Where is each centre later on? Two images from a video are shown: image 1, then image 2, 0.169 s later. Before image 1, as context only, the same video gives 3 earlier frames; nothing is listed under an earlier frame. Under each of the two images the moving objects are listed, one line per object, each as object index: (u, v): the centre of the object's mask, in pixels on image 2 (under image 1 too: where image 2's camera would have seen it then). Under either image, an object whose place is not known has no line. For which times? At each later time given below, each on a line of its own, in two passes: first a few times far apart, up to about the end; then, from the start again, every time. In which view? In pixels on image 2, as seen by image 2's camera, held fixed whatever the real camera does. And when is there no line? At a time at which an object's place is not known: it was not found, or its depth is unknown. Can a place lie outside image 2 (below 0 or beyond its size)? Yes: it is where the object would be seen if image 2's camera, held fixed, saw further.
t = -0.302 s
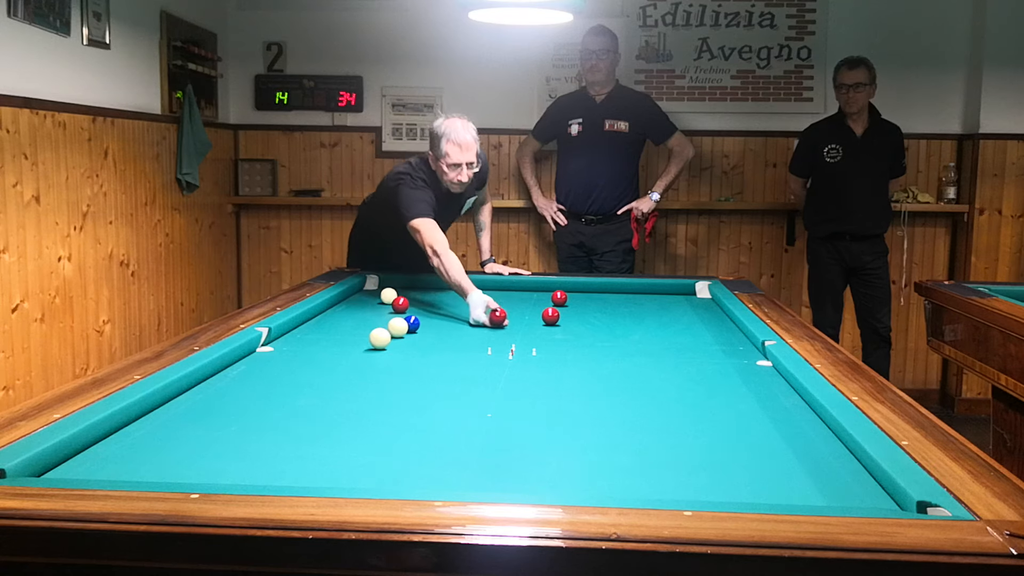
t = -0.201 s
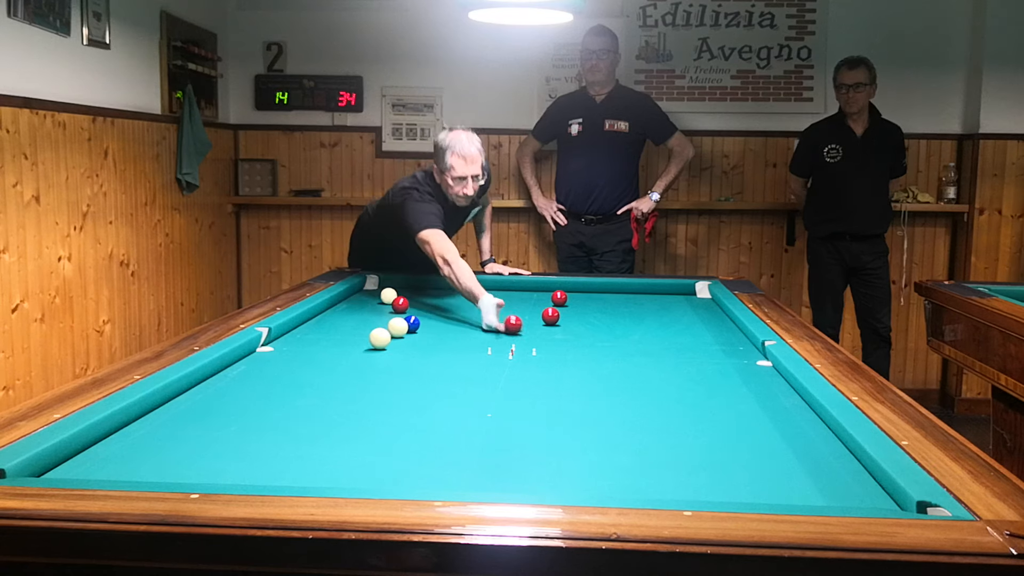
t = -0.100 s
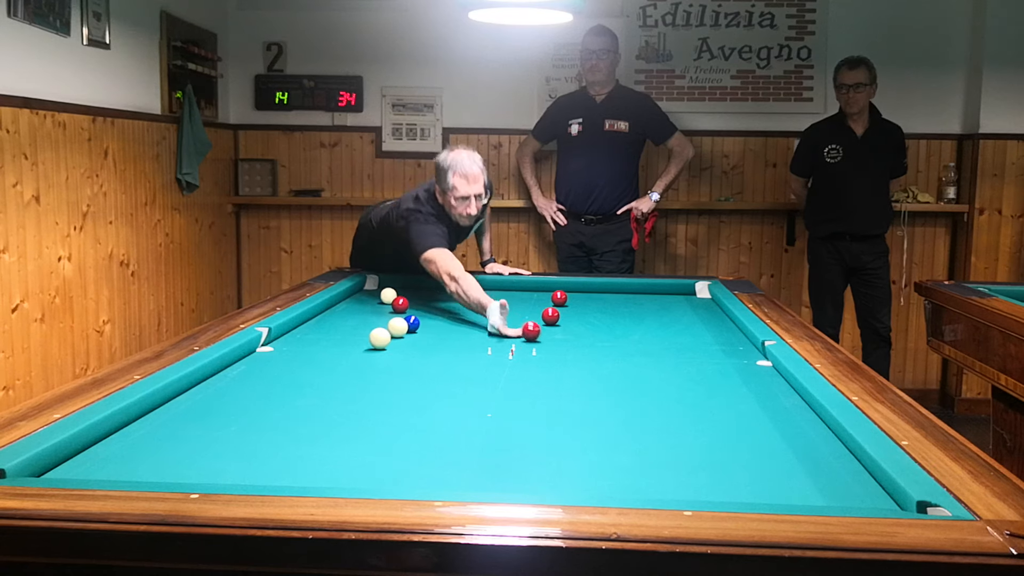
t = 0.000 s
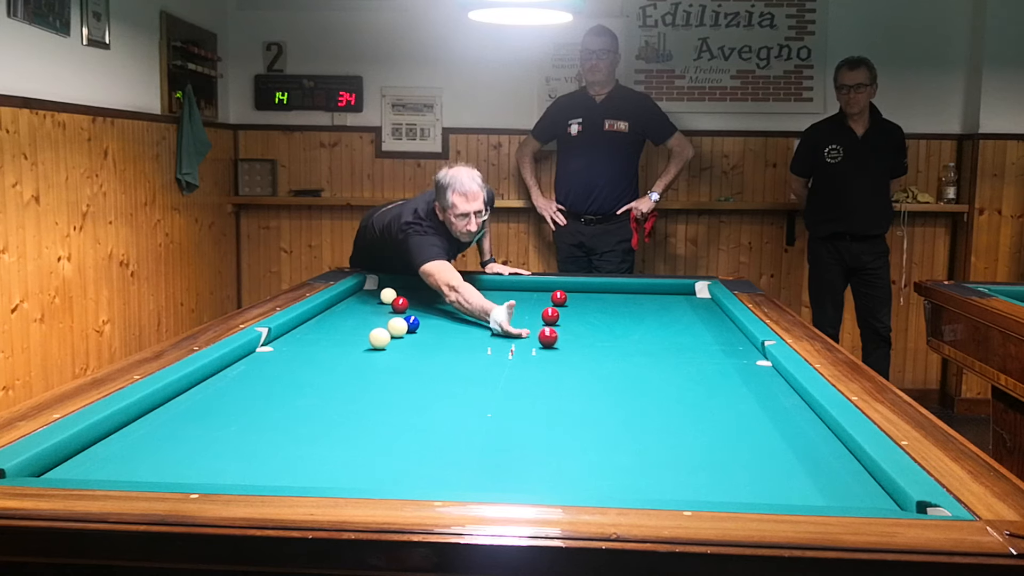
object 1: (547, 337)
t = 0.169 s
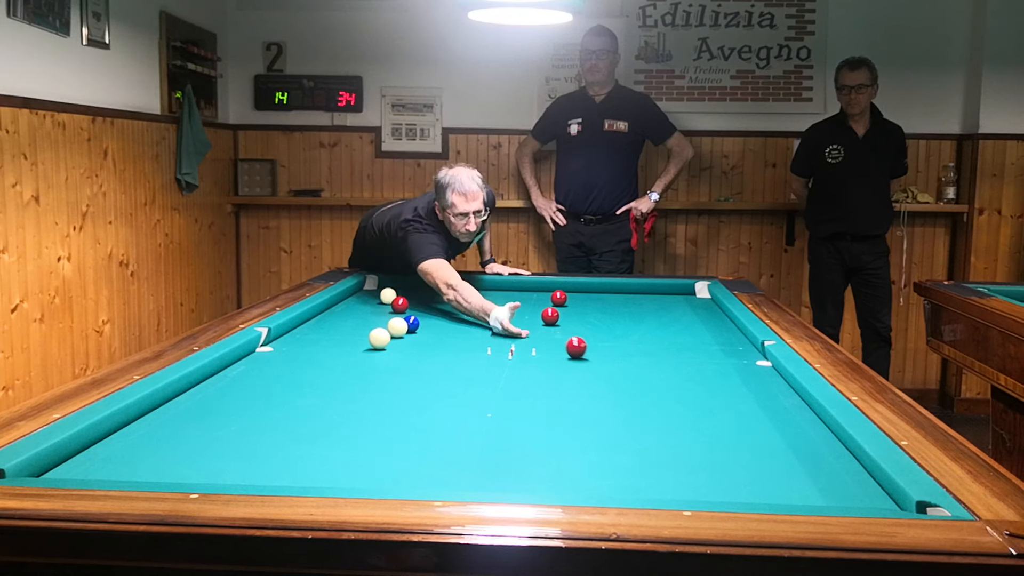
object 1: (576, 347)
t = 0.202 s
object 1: (582, 349)
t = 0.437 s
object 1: (628, 366)
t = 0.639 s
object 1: (673, 382)
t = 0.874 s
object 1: (735, 404)
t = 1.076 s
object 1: (798, 427)
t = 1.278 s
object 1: (817, 449)
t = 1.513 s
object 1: (806, 476)
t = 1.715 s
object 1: (795, 494)
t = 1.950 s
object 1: (762, 494)
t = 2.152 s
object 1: (726, 484)
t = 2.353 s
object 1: (695, 469)
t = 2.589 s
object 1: (662, 453)
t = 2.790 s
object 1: (637, 440)
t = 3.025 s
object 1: (611, 427)
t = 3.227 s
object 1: (592, 417)
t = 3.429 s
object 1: (574, 408)
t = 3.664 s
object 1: (555, 399)
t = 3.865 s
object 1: (540, 391)
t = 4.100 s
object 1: (525, 383)
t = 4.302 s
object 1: (513, 376)
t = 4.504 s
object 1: (502, 371)
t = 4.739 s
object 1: (490, 364)
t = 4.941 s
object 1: (481, 359)
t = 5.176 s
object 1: (470, 354)
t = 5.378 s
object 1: (462, 350)
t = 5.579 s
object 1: (455, 346)
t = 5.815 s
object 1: (447, 342)
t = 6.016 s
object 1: (441, 338)
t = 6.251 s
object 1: (434, 334)
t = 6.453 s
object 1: (429, 331)
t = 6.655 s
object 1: (425, 329)
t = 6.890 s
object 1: (420, 326)
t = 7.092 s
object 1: (420, 325)
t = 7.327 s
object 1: (420, 324)
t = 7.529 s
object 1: (420, 323)
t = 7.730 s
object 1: (420, 322)
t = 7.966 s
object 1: (421, 322)
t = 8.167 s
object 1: (421, 321)
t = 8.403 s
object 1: (421, 321)
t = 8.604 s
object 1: (421, 321)
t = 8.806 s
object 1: (421, 321)
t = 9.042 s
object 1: (422, 321)
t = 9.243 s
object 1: (422, 321)
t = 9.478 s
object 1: (422, 321)
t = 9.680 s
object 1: (422, 321)
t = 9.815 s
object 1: (422, 321)
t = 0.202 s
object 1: (582, 349)
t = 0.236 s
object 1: (588, 351)
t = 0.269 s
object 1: (594, 354)
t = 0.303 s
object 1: (601, 356)
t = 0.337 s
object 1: (607, 358)
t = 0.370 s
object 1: (614, 361)
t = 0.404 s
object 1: (621, 363)
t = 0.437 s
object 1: (628, 366)
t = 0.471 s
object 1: (635, 368)
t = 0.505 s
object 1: (642, 371)
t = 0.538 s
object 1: (650, 374)
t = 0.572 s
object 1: (657, 376)
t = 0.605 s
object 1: (665, 379)
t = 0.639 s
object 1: (673, 382)
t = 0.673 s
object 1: (681, 385)
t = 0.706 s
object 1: (690, 388)
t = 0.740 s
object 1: (699, 391)
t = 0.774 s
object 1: (707, 394)
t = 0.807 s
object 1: (716, 398)
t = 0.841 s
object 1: (726, 401)
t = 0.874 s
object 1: (735, 404)
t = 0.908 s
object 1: (745, 408)
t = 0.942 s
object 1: (755, 411)
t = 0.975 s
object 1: (765, 415)
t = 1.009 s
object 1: (776, 419)
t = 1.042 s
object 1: (786, 423)
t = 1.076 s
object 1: (798, 427)
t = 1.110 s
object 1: (809, 431)
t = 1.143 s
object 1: (820, 435)
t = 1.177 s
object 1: (827, 439)
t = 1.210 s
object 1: (823, 443)
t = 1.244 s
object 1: (819, 446)
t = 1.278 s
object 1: (817, 449)
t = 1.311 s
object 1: (815, 453)
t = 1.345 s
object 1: (814, 456)
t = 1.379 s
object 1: (812, 460)
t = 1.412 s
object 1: (811, 464)
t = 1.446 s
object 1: (809, 467)
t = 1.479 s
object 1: (808, 472)
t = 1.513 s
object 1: (806, 476)
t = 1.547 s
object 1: (804, 480)
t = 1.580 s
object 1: (802, 484)
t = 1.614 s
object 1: (801, 487)
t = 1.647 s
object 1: (799, 490)
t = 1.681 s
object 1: (797, 492)
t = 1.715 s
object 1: (795, 494)
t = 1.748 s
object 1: (793, 496)
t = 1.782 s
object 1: (791, 498)
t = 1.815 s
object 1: (788, 501)
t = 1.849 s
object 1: (782, 499)
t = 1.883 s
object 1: (775, 497)
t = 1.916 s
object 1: (768, 495)
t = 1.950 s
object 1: (762, 494)
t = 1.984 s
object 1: (756, 492)
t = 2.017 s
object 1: (749, 491)
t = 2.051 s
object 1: (744, 489)
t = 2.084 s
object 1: (738, 487)
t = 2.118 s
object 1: (732, 486)
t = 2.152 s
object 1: (726, 484)
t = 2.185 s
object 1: (721, 482)
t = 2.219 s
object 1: (715, 480)
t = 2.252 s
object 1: (710, 477)
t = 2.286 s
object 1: (705, 474)
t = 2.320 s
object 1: (700, 472)
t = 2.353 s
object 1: (695, 469)
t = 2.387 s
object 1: (690, 467)
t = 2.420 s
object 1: (685, 464)
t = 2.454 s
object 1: (680, 462)
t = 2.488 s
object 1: (675, 459)
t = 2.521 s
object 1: (671, 457)
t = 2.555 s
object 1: (666, 455)
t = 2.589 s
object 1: (662, 453)
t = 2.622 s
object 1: (657, 451)
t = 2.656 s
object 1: (653, 448)
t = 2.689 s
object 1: (649, 446)
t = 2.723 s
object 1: (645, 444)
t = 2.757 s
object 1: (641, 442)
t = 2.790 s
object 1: (637, 440)
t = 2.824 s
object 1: (633, 438)
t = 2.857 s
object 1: (629, 436)
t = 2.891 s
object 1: (626, 434)
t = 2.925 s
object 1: (622, 433)
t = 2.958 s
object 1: (618, 431)
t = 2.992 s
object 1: (615, 429)
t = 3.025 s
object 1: (611, 427)
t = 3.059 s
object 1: (608, 425)
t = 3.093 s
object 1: (605, 424)
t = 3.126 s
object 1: (601, 422)
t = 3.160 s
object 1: (598, 421)
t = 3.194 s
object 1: (595, 419)
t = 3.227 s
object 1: (592, 417)
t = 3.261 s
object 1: (589, 416)
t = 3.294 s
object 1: (586, 414)
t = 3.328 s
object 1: (582, 413)
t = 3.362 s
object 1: (580, 411)
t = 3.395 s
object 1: (577, 410)
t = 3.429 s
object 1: (574, 408)
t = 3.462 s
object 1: (571, 407)
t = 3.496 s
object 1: (568, 406)
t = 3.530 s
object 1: (566, 404)
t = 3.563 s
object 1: (563, 403)
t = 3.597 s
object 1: (560, 401)
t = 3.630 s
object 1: (558, 400)
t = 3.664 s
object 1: (555, 399)
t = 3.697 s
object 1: (552, 397)
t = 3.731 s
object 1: (550, 396)
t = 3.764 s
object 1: (547, 395)
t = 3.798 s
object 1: (545, 393)
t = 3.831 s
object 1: (543, 392)
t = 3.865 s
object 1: (540, 391)
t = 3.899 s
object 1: (538, 390)
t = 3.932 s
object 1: (536, 389)
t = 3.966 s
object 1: (534, 387)
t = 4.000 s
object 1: (531, 386)
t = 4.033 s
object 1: (529, 385)
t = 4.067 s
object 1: (527, 384)
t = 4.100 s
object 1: (525, 383)
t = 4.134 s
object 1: (523, 382)
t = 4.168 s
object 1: (521, 380)
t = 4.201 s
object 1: (519, 380)
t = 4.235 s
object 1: (517, 379)
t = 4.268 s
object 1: (515, 377)
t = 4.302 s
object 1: (513, 376)
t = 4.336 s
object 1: (511, 376)
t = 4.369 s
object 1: (509, 374)
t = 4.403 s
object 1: (507, 374)
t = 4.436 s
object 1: (506, 372)
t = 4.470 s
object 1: (504, 371)
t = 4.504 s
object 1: (502, 371)
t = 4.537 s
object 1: (500, 370)
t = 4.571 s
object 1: (498, 369)
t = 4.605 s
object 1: (497, 368)
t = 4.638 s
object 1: (495, 367)
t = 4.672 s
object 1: (493, 366)
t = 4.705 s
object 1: (492, 365)
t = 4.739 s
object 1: (490, 364)
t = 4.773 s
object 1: (488, 363)
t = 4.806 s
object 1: (487, 363)
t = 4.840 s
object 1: (485, 362)
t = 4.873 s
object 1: (484, 361)
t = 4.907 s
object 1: (482, 360)
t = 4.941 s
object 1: (481, 359)
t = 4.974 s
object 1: (479, 359)
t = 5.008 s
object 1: (478, 358)
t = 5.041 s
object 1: (476, 357)
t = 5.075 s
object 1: (475, 356)
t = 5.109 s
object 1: (473, 355)
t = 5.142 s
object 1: (472, 355)
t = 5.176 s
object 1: (470, 354)
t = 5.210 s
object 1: (469, 353)
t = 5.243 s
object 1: (468, 353)
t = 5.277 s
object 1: (466, 352)
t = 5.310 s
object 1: (465, 351)
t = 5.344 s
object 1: (464, 350)
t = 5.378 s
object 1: (462, 350)
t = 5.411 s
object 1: (461, 349)
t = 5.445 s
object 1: (460, 348)
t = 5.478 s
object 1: (459, 348)
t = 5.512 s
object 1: (457, 347)
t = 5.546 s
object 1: (456, 346)
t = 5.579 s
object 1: (455, 346)
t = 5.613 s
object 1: (454, 345)
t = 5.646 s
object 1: (453, 344)
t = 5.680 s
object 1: (452, 344)
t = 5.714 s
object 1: (450, 343)
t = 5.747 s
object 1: (449, 343)
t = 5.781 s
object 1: (448, 342)
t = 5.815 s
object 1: (447, 342)
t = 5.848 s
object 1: (446, 341)
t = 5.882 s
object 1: (445, 340)
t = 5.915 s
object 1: (444, 340)
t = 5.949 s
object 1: (443, 339)
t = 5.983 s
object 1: (442, 339)
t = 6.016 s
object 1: (441, 338)
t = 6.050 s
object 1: (440, 338)
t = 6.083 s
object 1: (439, 337)
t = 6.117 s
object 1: (438, 337)
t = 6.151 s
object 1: (437, 336)
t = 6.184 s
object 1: (436, 335)
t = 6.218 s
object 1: (435, 335)
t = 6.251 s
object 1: (434, 334)
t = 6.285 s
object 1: (433, 334)
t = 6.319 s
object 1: (433, 333)
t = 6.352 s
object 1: (432, 333)
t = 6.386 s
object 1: (431, 332)
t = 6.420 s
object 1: (430, 332)
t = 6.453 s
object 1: (429, 331)
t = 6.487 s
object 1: (428, 331)
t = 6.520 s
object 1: (428, 330)
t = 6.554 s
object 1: (427, 330)
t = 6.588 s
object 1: (426, 330)
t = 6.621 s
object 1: (425, 329)
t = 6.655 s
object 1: (425, 329)
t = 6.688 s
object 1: (424, 328)
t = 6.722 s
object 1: (423, 328)
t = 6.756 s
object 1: (422, 327)
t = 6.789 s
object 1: (421, 327)
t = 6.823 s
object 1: (421, 327)
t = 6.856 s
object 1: (420, 326)
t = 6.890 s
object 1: (420, 326)
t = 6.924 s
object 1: (420, 326)
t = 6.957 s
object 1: (420, 326)
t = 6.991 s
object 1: (420, 325)
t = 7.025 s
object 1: (420, 325)
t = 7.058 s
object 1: (420, 325)
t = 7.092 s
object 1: (420, 325)
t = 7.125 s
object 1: (420, 325)
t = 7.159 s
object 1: (420, 324)
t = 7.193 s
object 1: (420, 324)
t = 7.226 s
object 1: (420, 324)
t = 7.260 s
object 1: (420, 324)
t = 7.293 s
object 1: (420, 324)
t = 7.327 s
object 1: (420, 324)
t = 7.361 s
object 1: (420, 324)
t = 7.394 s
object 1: (420, 324)
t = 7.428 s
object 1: (420, 323)
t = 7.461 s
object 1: (420, 323)
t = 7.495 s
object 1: (420, 323)
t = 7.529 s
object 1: (420, 323)
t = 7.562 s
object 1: (420, 323)
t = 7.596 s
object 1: (420, 323)
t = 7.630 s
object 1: (420, 323)
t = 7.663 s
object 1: (420, 323)
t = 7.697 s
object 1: (420, 322)
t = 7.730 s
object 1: (420, 322)
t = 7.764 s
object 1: (420, 322)
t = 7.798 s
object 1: (420, 322)
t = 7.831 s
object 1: (420, 322)
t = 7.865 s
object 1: (420, 322)
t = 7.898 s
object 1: (421, 322)
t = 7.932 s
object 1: (420, 322)
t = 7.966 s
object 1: (421, 322)
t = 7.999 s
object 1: (421, 322)
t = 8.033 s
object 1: (421, 322)
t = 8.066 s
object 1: (421, 321)
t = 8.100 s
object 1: (421, 321)
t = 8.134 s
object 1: (421, 321)
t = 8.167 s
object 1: (421, 321)
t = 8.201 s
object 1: (421, 321)
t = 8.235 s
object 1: (421, 321)
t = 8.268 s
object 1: (421, 321)
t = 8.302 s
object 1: (421, 321)
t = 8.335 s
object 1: (421, 321)
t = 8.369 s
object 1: (421, 321)
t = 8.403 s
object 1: (421, 321)
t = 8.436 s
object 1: (421, 321)
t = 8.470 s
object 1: (421, 321)
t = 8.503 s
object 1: (421, 321)
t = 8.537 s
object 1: (421, 321)
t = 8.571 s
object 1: (422, 321)
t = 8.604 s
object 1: (421, 321)
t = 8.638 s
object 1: (421, 321)
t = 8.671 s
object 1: (421, 321)
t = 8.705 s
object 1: (421, 321)
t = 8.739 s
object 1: (422, 321)
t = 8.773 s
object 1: (421, 321)
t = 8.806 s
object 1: (421, 321)
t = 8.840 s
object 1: (421, 321)
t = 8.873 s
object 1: (422, 321)
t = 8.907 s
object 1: (422, 321)
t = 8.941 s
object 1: (422, 321)
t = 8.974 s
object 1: (422, 321)
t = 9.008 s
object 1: (422, 321)
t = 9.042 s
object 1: (422, 321)
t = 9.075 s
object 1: (422, 321)
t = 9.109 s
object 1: (422, 321)
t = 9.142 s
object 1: (421, 321)
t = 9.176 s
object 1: (422, 321)
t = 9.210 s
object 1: (422, 321)
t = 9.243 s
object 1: (422, 321)
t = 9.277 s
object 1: (422, 321)
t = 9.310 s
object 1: (422, 321)
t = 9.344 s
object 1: (422, 321)
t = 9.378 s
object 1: (422, 321)
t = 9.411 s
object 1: (422, 321)
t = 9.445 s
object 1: (422, 321)
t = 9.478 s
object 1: (422, 321)
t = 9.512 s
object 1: (422, 321)
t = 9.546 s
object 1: (422, 321)
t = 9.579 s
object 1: (422, 321)
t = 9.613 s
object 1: (422, 321)
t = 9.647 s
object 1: (422, 321)
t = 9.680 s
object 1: (422, 321)
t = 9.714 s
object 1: (422, 320)
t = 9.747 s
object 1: (422, 321)
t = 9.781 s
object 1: (422, 321)
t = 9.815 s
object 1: (422, 321)
